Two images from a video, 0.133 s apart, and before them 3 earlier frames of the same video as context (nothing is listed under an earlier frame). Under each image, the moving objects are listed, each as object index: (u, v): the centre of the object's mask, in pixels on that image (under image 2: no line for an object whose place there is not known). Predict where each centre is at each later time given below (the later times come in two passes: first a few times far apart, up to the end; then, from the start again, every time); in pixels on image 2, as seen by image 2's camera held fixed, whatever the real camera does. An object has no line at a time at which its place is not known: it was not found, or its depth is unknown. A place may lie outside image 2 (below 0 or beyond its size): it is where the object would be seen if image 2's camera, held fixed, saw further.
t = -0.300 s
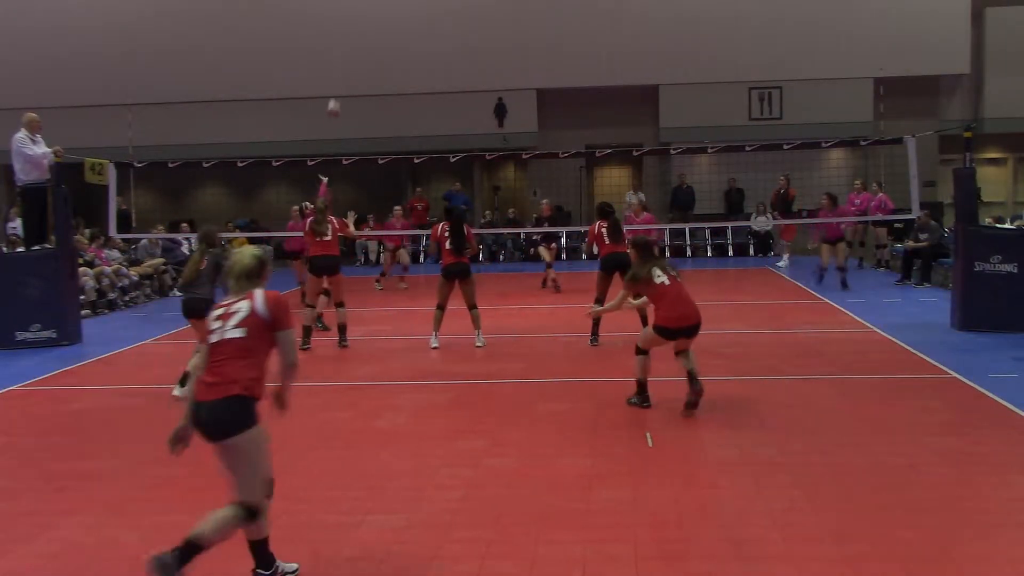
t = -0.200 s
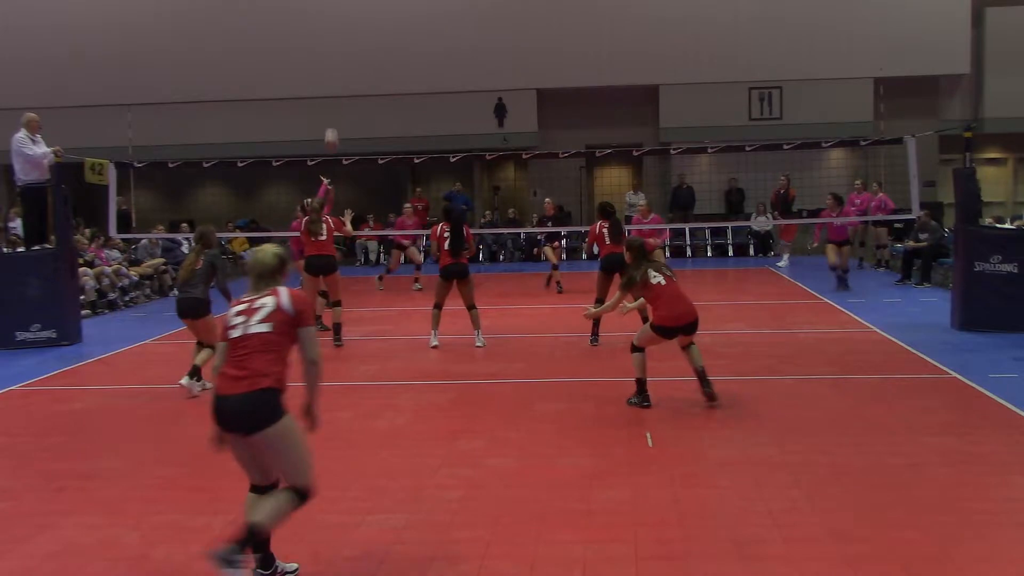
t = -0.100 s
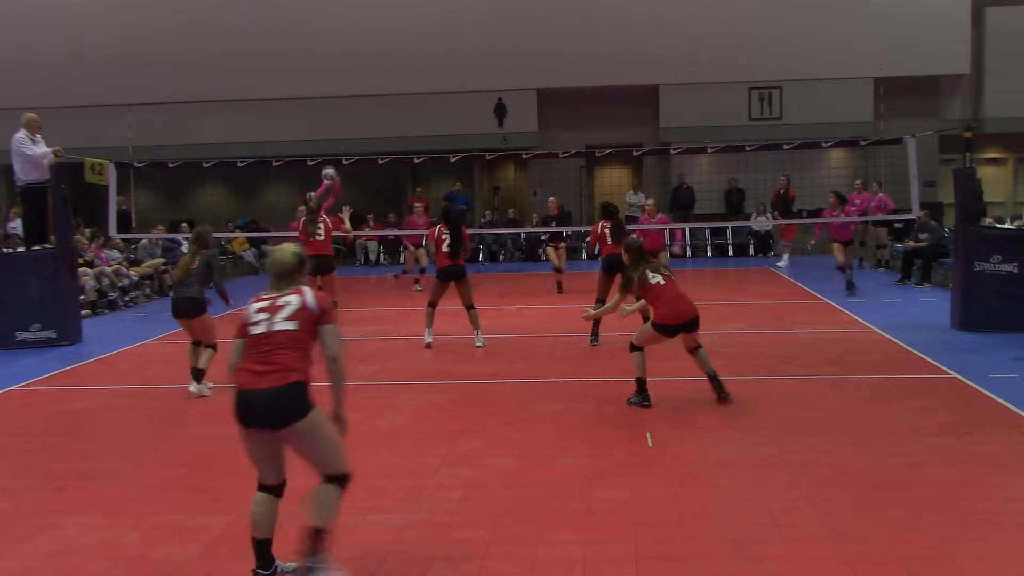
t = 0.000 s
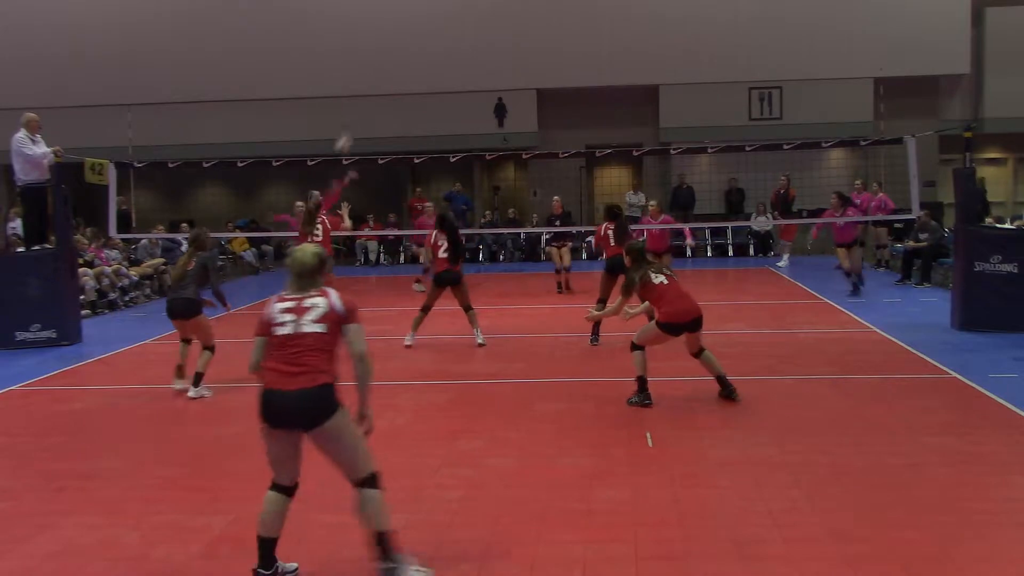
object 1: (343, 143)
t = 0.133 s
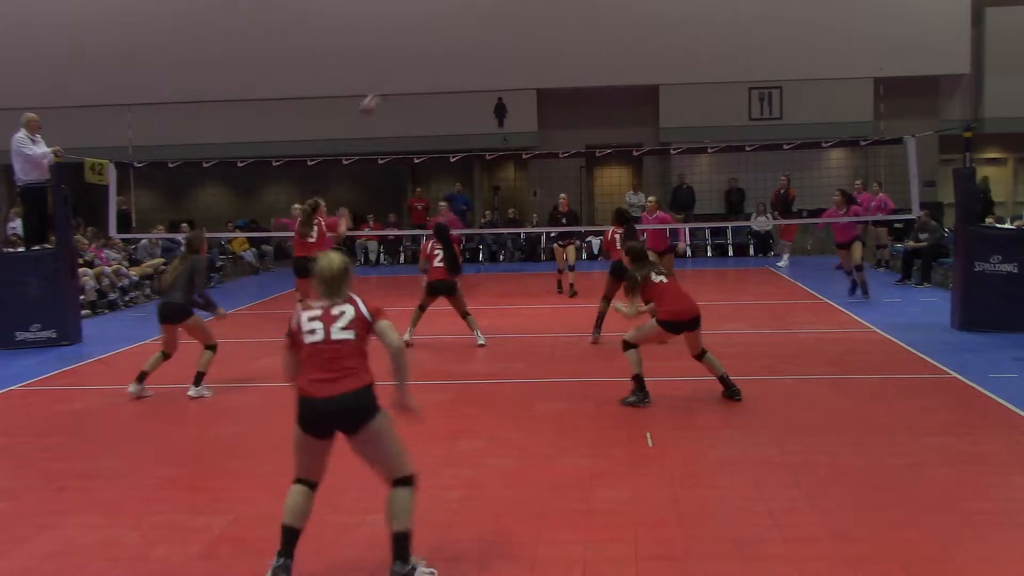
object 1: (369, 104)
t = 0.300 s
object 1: (407, 71)
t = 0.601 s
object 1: (488, 68)
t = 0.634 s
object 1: (497, 74)
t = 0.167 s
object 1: (376, 96)
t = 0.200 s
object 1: (384, 87)
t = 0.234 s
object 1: (391, 82)
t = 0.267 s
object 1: (400, 76)
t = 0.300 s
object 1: (407, 71)
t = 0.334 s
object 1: (415, 67)
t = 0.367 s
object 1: (423, 63)
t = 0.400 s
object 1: (431, 61)
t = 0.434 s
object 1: (440, 59)
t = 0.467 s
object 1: (449, 58)
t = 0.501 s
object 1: (458, 60)
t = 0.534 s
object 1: (467, 61)
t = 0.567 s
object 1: (478, 63)
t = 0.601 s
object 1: (488, 68)
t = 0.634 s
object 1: (497, 74)
